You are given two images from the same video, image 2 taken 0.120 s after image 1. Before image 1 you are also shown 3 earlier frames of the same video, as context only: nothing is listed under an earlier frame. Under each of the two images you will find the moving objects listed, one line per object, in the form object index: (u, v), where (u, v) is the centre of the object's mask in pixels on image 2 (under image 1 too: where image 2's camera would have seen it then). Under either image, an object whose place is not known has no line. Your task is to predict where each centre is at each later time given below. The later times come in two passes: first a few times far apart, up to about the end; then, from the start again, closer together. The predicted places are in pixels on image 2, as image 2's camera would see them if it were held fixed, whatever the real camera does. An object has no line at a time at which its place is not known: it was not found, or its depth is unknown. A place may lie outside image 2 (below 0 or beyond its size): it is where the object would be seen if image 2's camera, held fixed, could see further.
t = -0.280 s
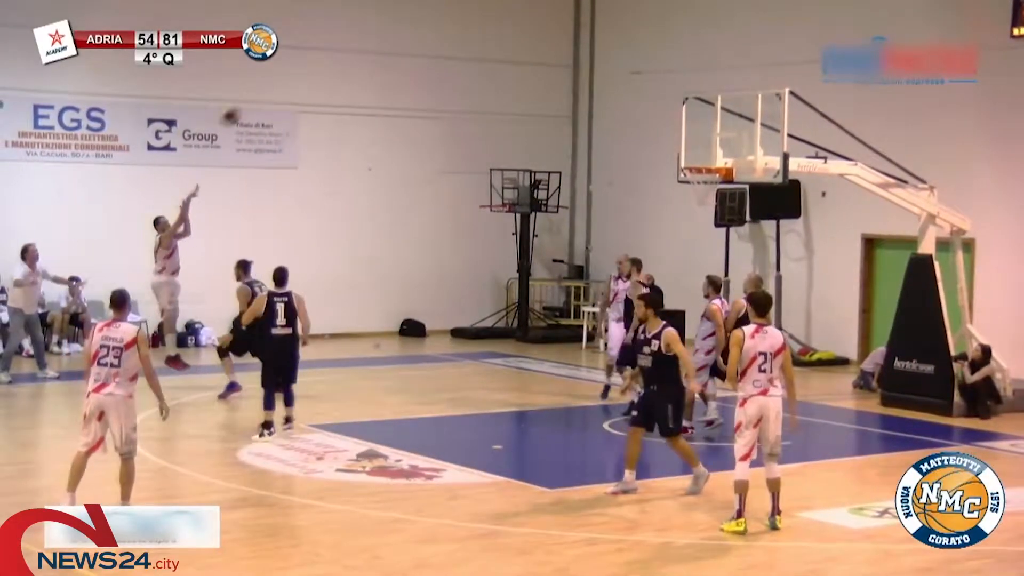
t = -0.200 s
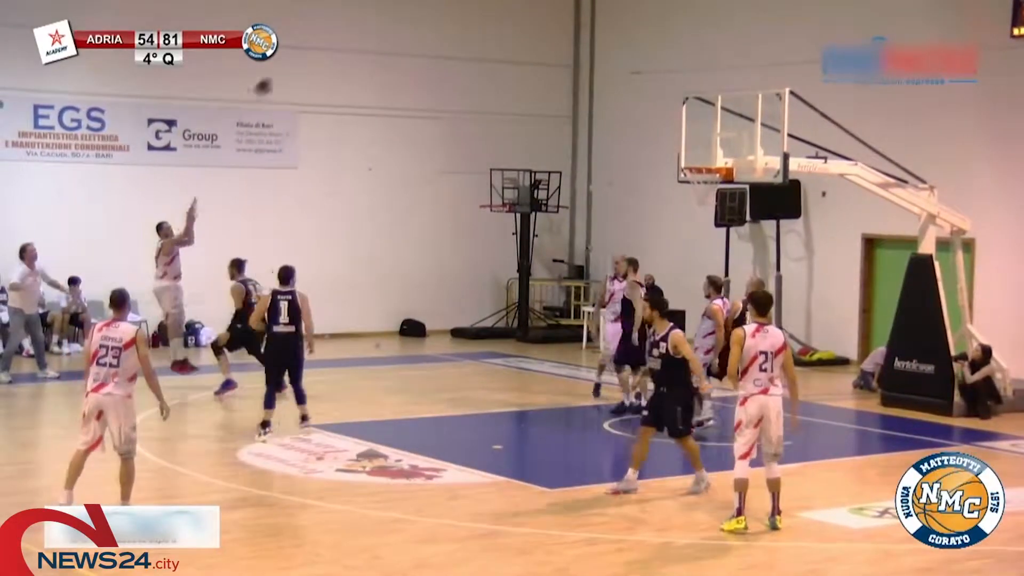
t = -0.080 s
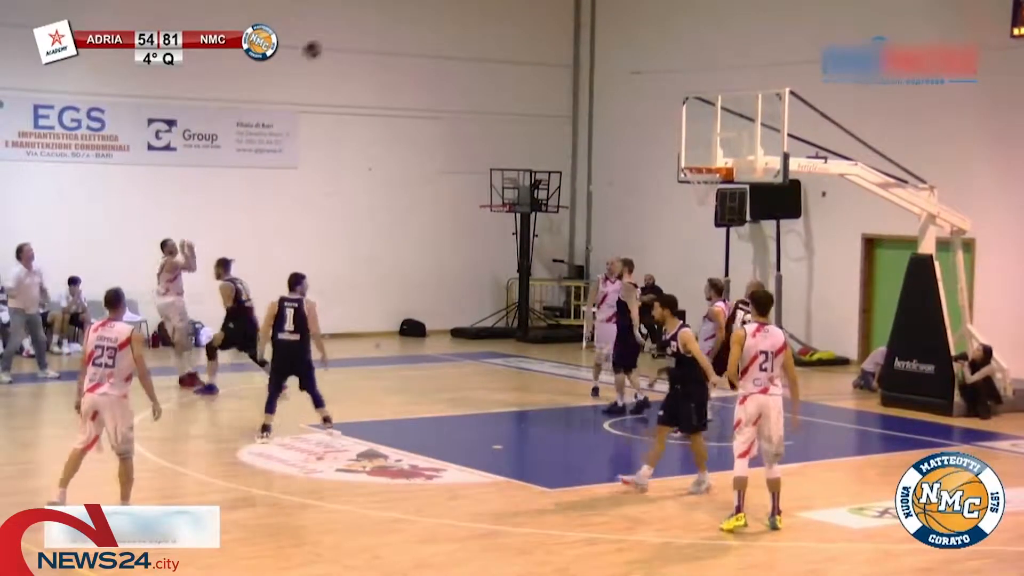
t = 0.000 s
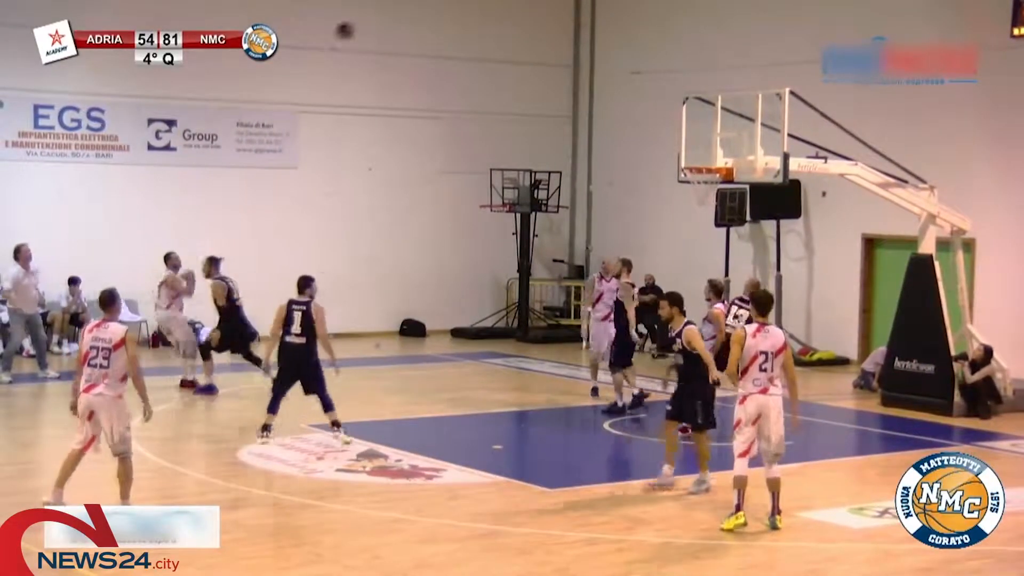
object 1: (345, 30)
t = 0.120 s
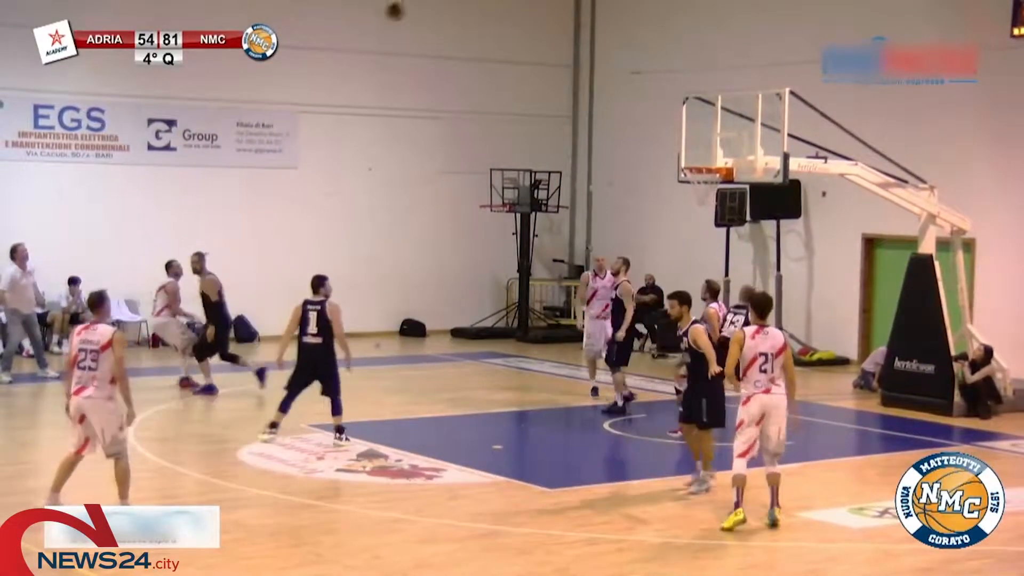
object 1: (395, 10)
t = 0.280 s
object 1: (463, 6)
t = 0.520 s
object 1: (565, 28)
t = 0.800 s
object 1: (691, 121)
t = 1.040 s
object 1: (695, 134)
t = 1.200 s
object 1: (666, 130)
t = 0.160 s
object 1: (411, 8)
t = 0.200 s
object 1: (429, 7)
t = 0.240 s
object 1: (446, 5)
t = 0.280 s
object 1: (463, 6)
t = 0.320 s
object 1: (479, 6)
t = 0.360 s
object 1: (497, 7)
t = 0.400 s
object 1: (515, 8)
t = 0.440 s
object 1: (532, 13)
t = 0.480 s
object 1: (549, 19)
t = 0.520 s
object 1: (565, 28)
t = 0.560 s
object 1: (585, 38)
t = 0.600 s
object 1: (603, 48)
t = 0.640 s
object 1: (620, 60)
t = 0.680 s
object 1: (636, 74)
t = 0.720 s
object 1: (655, 88)
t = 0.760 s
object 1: (674, 103)
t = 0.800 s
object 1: (691, 121)
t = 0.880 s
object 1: (720, 156)
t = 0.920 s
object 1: (715, 152)
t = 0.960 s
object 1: (708, 145)
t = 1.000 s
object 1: (701, 140)
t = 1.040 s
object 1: (695, 134)
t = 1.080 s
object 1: (687, 132)
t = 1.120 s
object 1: (681, 129)
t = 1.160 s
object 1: (673, 128)
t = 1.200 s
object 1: (666, 130)
